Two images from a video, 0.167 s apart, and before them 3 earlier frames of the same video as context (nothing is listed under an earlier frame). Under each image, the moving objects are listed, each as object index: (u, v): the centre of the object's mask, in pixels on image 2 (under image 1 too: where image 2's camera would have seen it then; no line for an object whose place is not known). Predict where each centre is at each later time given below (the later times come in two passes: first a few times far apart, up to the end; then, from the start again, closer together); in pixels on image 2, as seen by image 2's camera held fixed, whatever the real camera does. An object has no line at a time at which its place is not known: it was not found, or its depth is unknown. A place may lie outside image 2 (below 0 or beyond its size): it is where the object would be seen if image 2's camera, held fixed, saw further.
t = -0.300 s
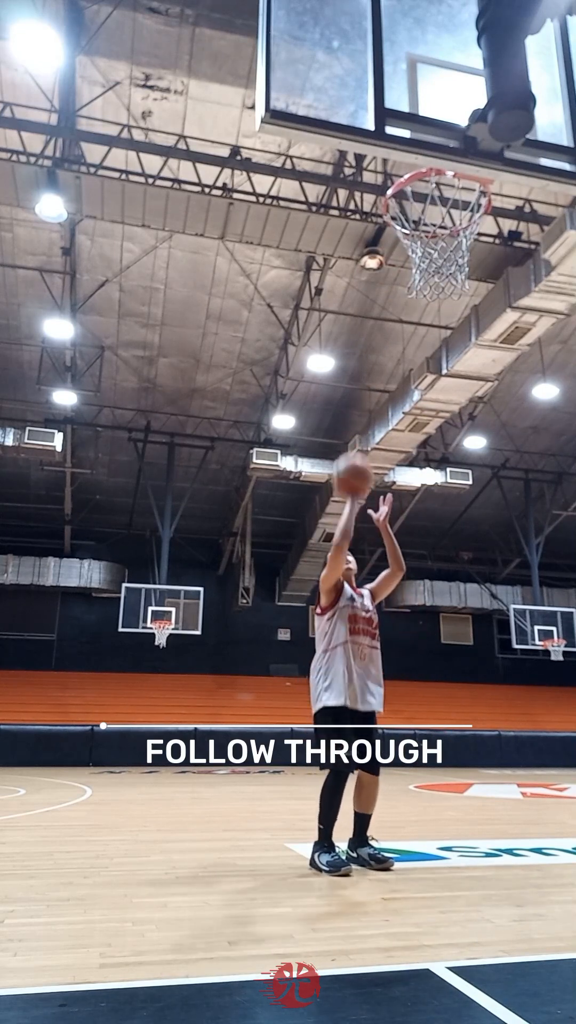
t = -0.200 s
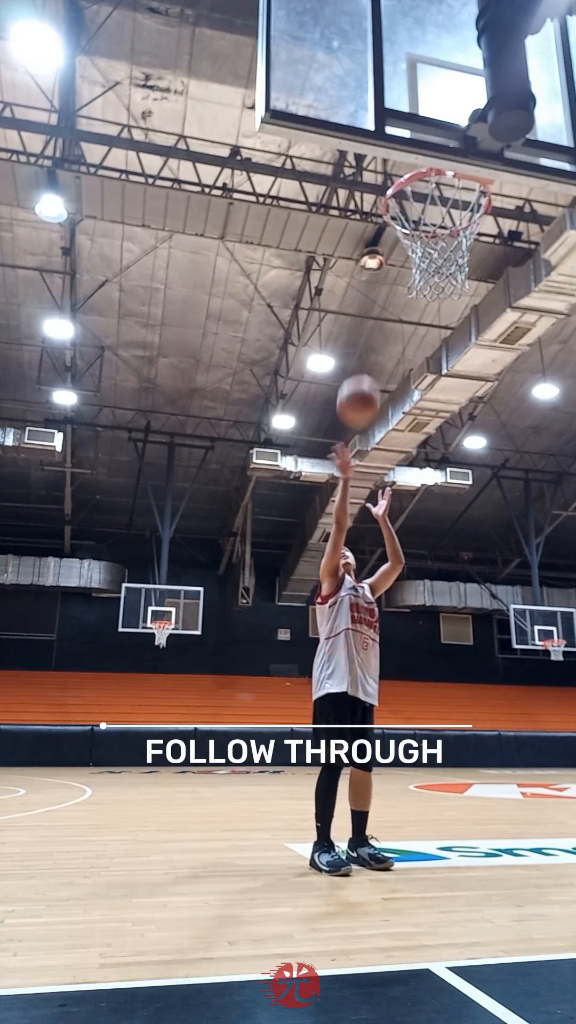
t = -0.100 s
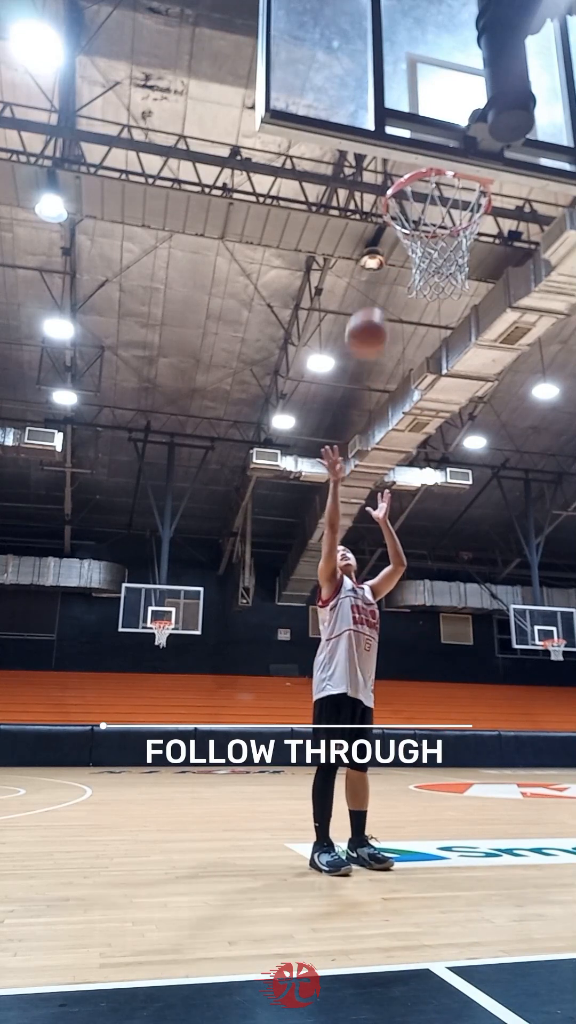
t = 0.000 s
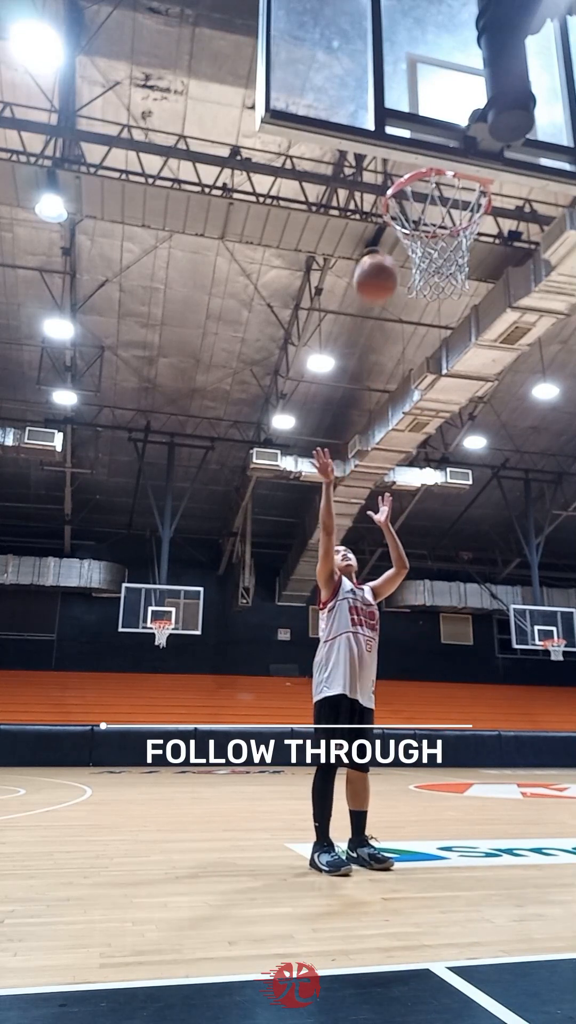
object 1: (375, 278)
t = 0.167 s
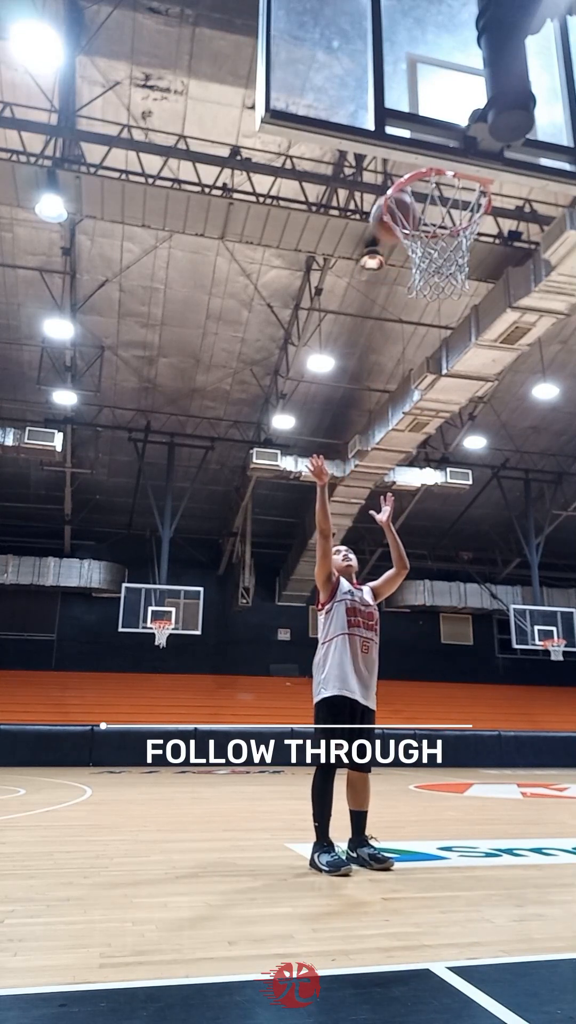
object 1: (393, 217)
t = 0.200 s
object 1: (399, 211)
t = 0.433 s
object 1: (431, 208)
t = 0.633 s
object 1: (450, 248)
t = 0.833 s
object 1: (459, 344)
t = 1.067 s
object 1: (473, 553)
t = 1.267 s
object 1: (495, 829)
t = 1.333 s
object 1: (490, 816)
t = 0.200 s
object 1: (399, 211)
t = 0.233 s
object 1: (402, 207)
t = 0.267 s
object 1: (405, 204)
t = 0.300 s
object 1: (412, 204)
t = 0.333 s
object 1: (416, 203)
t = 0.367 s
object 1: (421, 203)
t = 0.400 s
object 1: (425, 204)
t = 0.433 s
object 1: (431, 208)
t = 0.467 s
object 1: (435, 213)
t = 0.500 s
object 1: (439, 219)
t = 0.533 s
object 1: (443, 225)
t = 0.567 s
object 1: (446, 241)
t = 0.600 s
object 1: (449, 247)
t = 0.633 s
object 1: (450, 248)
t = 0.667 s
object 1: (453, 262)
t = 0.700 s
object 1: (455, 273)
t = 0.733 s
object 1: (455, 288)
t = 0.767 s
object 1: (455, 303)
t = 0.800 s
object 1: (457, 323)
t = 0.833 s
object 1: (459, 344)
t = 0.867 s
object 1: (459, 367)
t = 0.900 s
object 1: (462, 396)
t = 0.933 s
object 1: (463, 422)
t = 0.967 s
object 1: (466, 448)
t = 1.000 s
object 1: (468, 483)
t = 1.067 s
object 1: (473, 553)
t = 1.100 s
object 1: (476, 592)
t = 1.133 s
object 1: (481, 639)
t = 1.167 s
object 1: (483, 678)
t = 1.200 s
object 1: (487, 731)
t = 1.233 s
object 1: (490, 773)
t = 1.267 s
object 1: (495, 829)
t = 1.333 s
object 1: (490, 816)
